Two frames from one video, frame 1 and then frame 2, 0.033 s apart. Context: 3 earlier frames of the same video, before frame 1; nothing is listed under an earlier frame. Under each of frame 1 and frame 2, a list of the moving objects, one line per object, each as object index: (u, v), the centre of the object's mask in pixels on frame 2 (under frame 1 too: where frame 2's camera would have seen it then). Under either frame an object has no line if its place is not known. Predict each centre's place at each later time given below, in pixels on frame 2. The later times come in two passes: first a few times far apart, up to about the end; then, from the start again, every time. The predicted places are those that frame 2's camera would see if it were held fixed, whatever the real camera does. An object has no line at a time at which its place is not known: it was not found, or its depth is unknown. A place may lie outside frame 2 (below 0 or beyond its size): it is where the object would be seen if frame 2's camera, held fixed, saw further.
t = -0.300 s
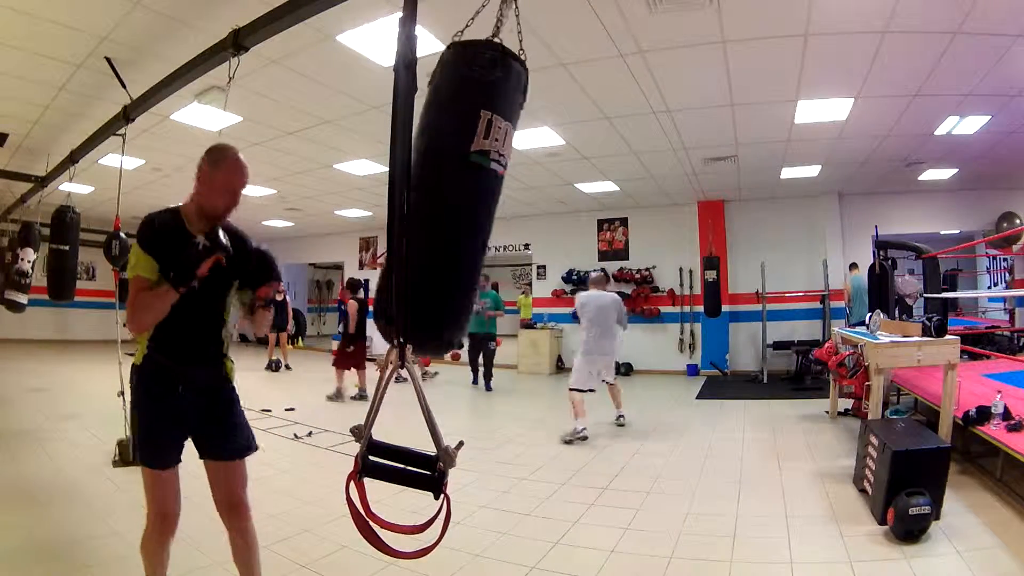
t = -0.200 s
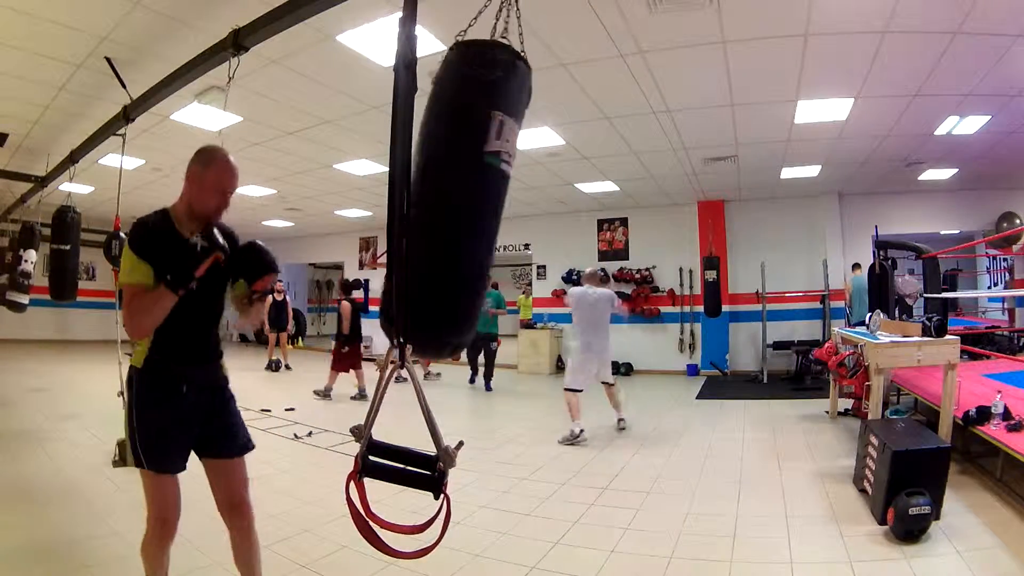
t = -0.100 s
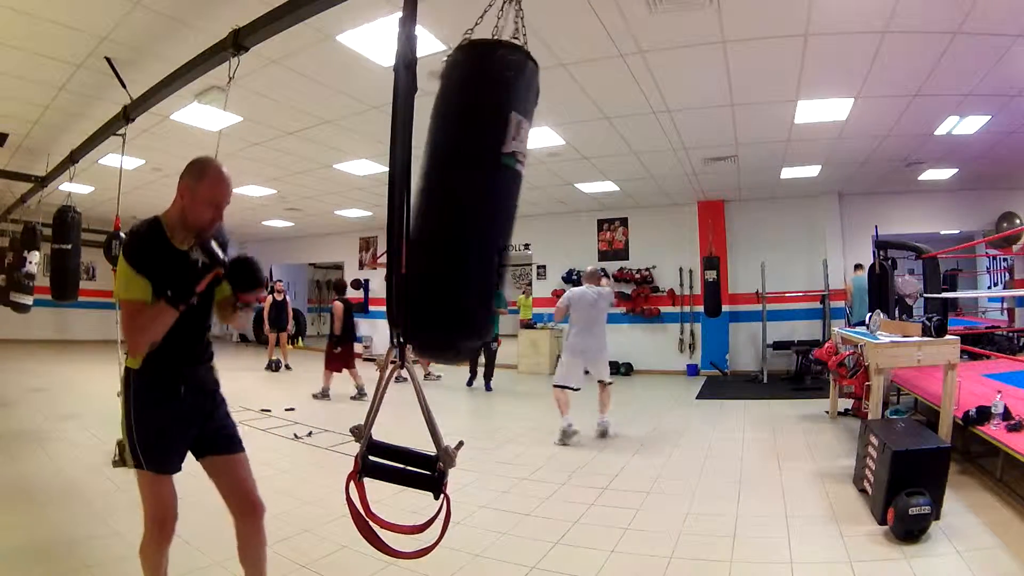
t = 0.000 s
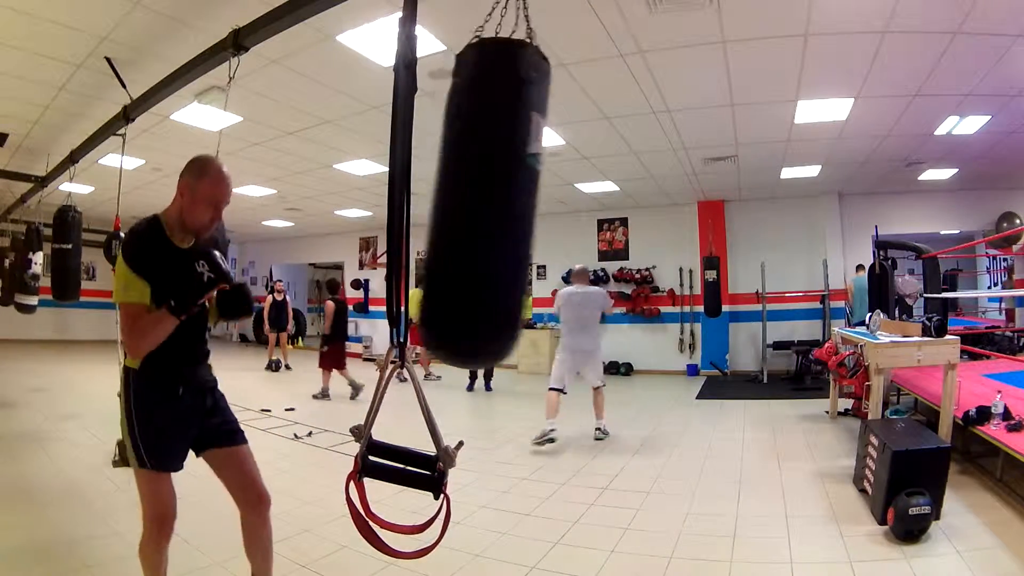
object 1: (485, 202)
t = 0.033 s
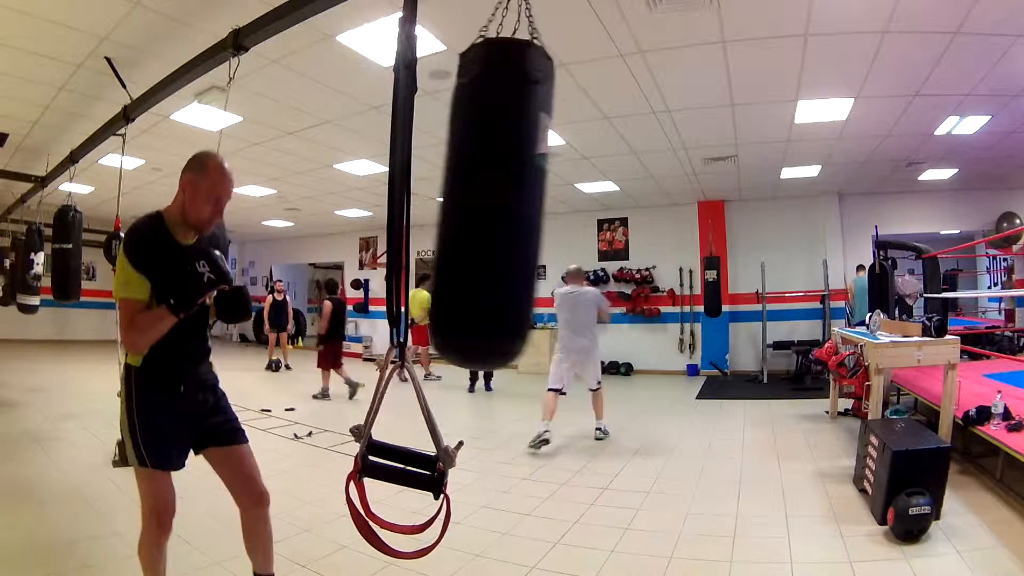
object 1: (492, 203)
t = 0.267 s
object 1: (549, 203)
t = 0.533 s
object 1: (599, 197)
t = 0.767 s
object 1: (604, 197)
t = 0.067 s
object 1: (499, 205)
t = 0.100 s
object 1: (508, 204)
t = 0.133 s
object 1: (516, 204)
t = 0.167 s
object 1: (525, 204)
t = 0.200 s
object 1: (533, 204)
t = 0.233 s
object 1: (541, 204)
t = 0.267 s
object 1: (549, 203)
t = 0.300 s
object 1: (557, 203)
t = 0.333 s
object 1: (565, 203)
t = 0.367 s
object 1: (572, 202)
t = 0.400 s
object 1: (579, 201)
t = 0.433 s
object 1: (585, 200)
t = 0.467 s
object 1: (590, 199)
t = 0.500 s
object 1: (595, 198)
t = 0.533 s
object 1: (599, 197)
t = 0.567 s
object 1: (602, 197)
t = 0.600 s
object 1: (604, 197)
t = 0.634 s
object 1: (606, 197)
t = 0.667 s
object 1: (607, 196)
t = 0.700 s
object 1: (607, 196)
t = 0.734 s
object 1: (606, 197)
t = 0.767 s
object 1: (604, 197)
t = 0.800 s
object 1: (602, 197)
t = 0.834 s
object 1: (599, 198)
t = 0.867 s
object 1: (596, 199)
